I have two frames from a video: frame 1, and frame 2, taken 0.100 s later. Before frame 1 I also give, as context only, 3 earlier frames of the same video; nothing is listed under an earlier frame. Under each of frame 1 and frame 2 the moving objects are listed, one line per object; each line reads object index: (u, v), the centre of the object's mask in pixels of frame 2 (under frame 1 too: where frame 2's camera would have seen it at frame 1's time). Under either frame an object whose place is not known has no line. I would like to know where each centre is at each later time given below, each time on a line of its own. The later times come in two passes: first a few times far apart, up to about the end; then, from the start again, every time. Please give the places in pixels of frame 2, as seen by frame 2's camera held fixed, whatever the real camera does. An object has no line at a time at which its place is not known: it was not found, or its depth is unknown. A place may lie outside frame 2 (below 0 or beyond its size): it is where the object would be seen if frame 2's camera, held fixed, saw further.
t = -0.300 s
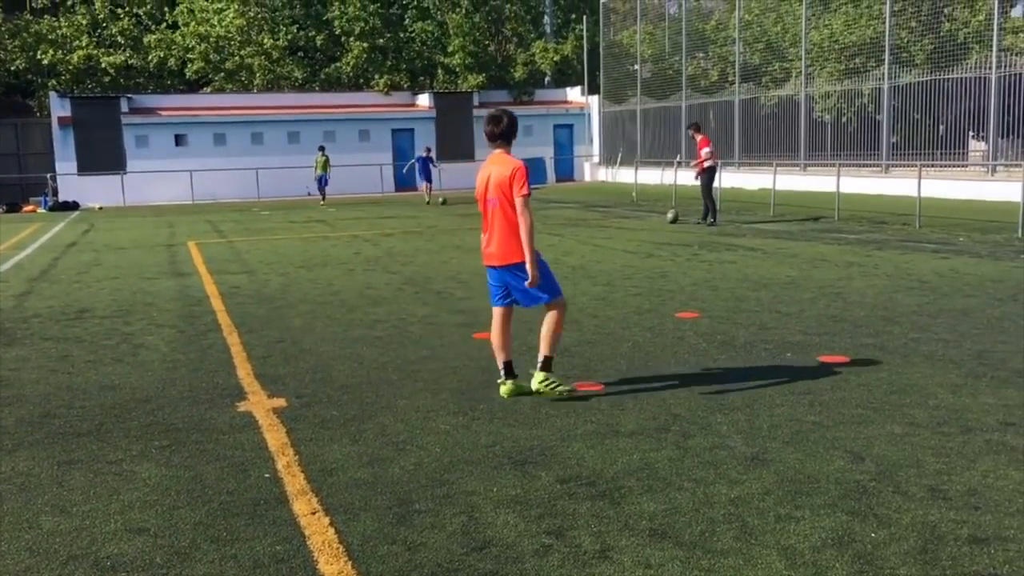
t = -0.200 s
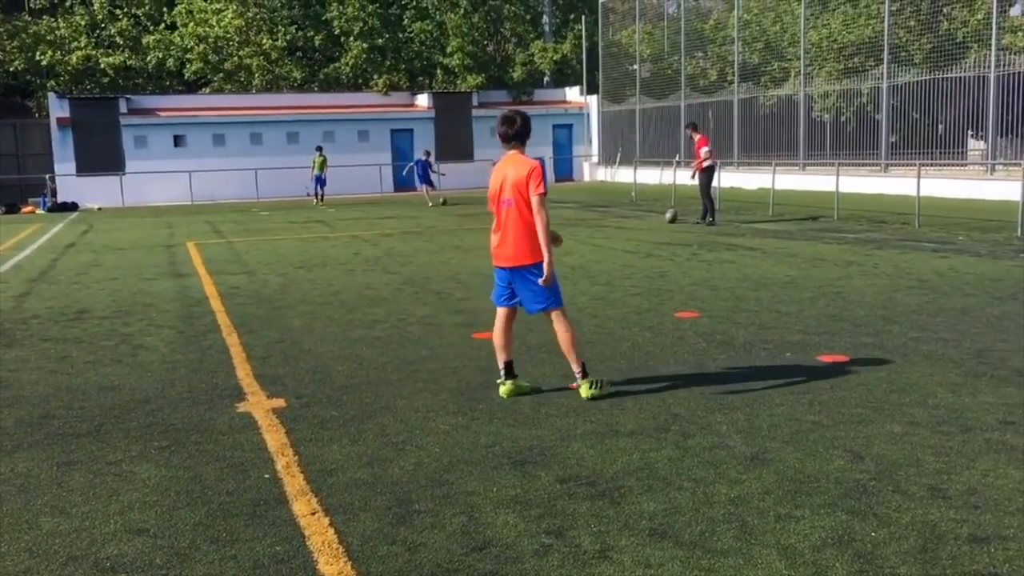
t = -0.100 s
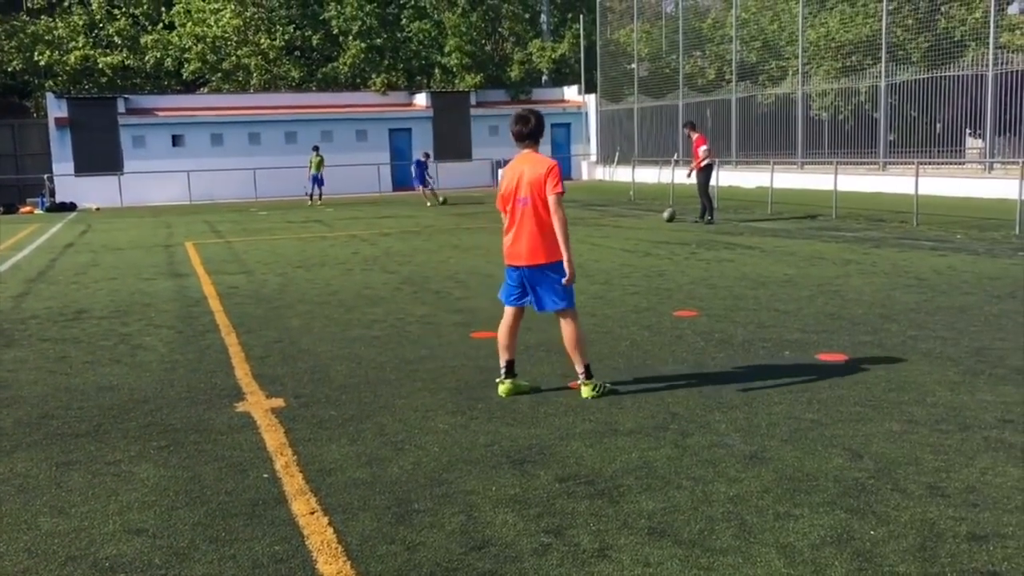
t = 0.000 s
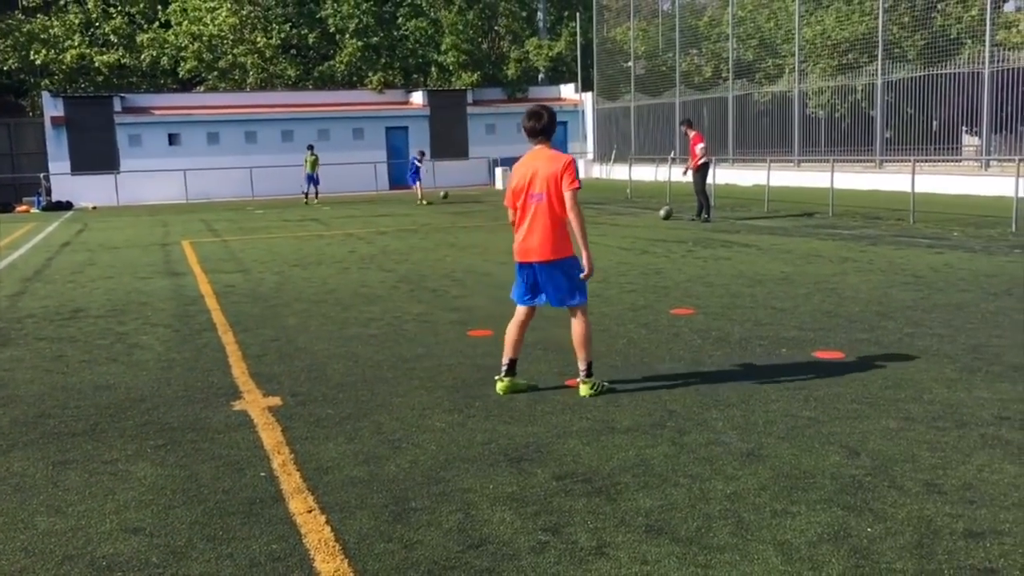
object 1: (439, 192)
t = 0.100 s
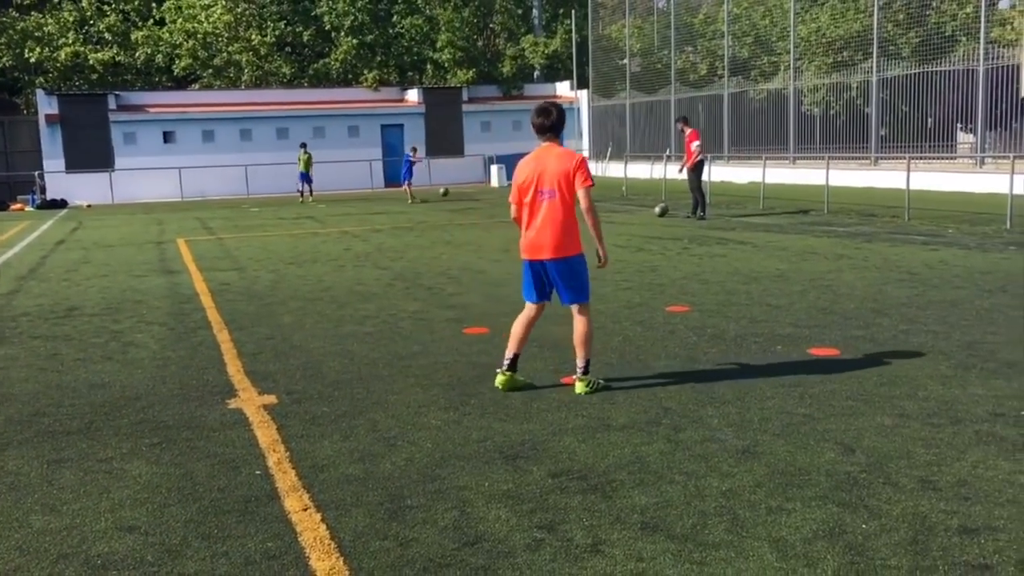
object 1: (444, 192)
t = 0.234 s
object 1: (451, 195)
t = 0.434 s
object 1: (469, 217)
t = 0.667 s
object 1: (495, 224)
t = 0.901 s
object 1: (530, 243)
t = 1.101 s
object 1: (570, 272)
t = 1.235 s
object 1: (600, 285)
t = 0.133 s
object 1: (445, 192)
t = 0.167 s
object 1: (447, 193)
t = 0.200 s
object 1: (449, 194)
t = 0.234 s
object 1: (451, 195)
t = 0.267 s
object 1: (454, 198)
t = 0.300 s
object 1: (456, 200)
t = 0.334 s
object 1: (459, 204)
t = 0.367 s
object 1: (462, 208)
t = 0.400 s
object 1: (465, 212)
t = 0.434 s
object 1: (469, 217)
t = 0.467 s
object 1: (472, 220)
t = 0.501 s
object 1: (475, 219)
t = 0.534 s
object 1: (478, 218)
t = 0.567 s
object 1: (482, 218)
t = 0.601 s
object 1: (486, 219)
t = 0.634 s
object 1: (490, 221)
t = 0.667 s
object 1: (495, 224)
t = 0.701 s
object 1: (500, 227)
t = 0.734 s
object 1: (505, 232)
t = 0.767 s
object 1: (510, 238)
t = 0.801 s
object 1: (515, 244)
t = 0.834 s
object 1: (520, 243)
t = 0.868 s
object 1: (524, 243)
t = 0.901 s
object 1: (530, 243)
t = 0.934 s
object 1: (535, 246)
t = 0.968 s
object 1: (542, 249)
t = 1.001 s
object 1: (549, 254)
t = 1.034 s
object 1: (555, 260)
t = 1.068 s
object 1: (563, 268)
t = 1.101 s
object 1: (570, 272)
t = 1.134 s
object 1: (576, 273)
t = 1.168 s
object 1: (584, 276)
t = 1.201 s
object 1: (592, 279)
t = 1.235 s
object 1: (600, 285)
